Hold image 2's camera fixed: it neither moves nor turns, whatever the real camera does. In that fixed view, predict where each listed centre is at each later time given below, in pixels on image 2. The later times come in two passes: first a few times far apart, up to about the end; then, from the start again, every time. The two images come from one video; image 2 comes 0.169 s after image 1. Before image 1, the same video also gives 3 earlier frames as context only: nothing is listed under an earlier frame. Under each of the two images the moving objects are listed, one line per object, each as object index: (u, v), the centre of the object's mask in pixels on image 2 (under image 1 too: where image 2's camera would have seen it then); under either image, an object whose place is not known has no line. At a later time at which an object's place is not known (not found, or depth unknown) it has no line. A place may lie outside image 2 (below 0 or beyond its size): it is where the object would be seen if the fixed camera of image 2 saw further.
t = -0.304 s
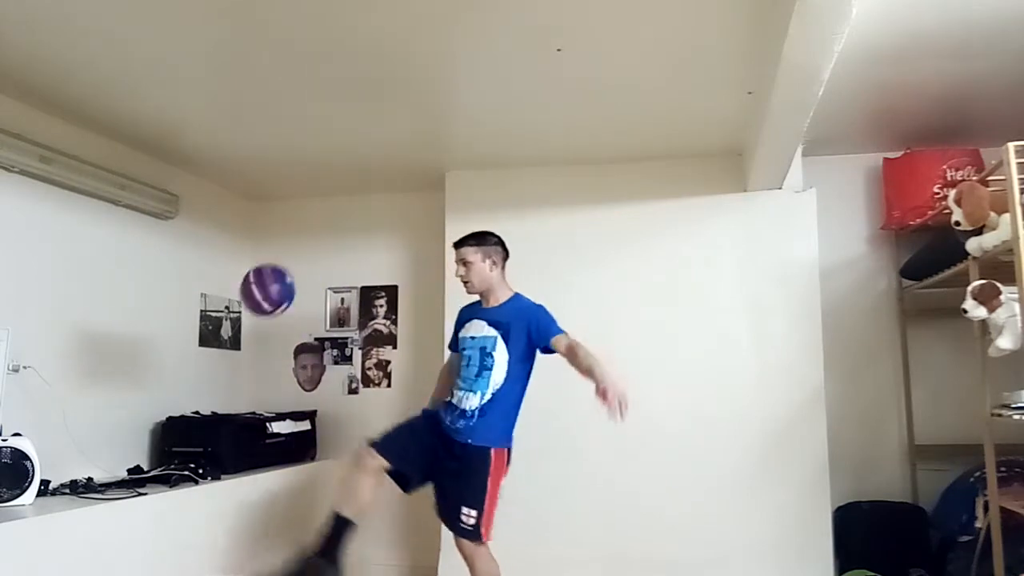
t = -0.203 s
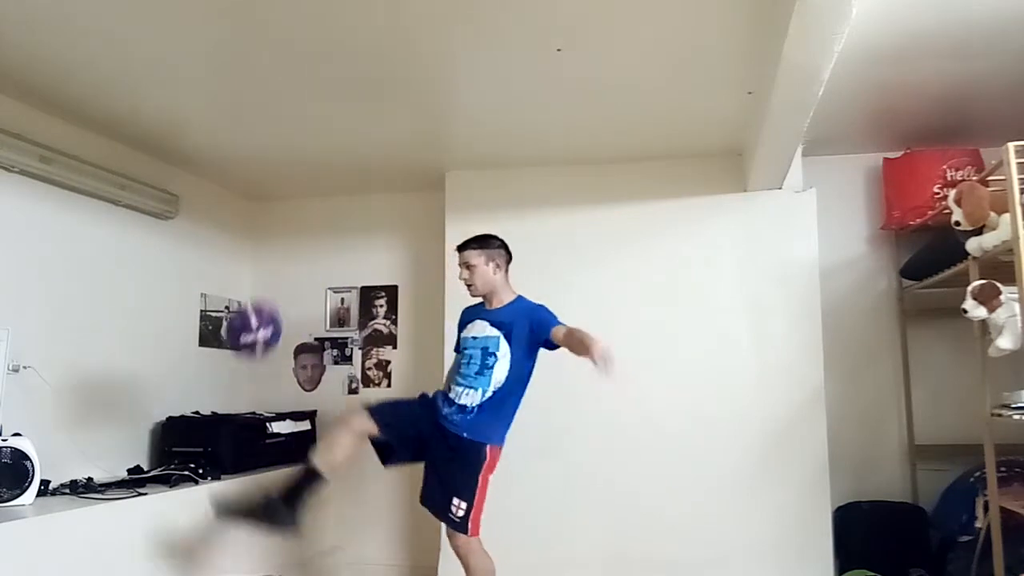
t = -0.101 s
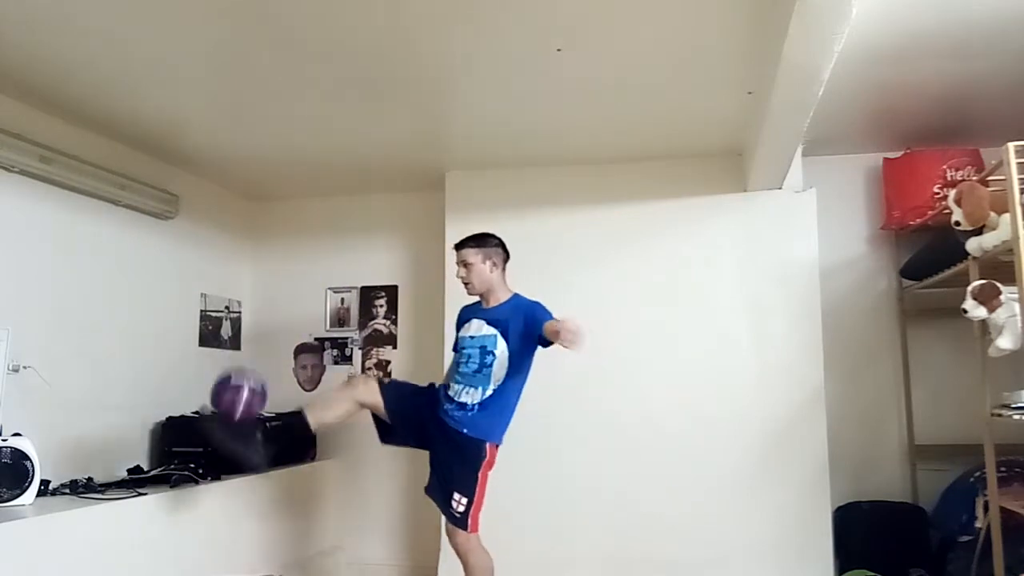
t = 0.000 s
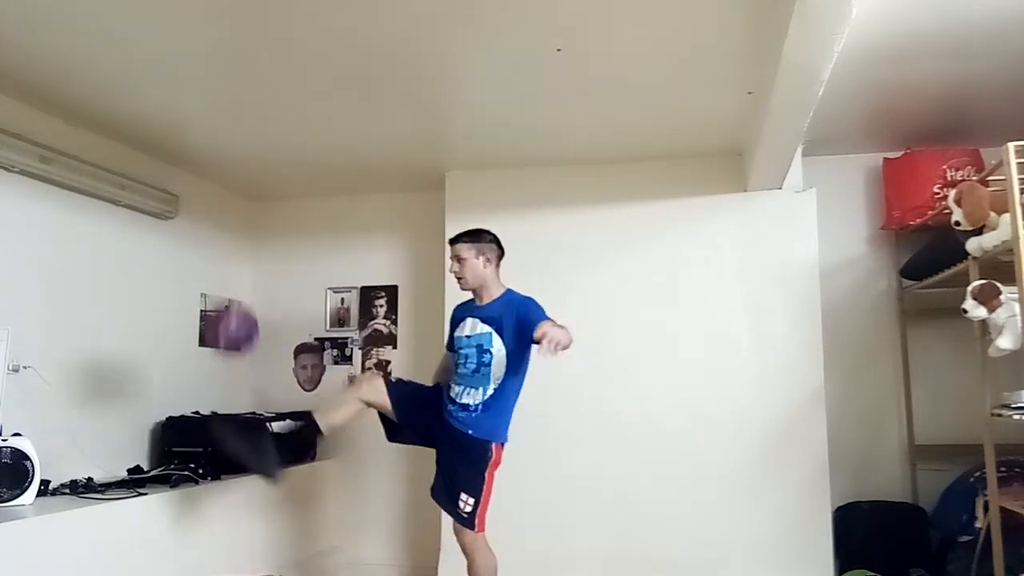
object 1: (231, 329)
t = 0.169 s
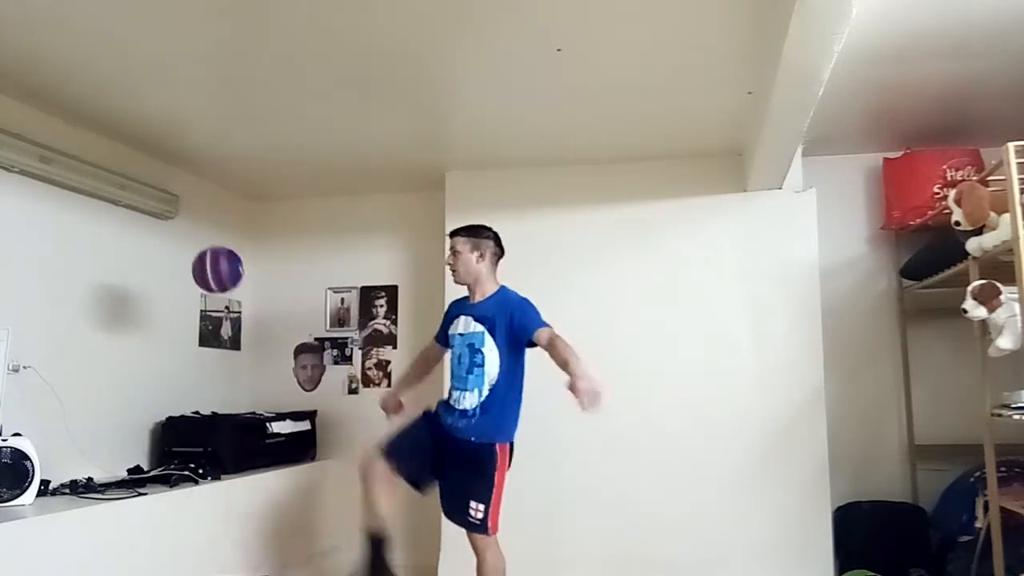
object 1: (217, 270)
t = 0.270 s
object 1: (209, 268)
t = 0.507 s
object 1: (185, 361)
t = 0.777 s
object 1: (174, 404)
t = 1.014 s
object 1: (150, 412)
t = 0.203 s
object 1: (215, 267)
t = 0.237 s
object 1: (212, 266)
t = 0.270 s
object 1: (209, 268)
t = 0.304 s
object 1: (206, 273)
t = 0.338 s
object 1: (203, 281)
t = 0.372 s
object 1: (199, 291)
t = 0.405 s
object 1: (196, 306)
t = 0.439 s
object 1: (190, 320)
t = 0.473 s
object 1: (188, 341)
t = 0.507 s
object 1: (185, 361)
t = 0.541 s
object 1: (180, 387)
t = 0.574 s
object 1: (175, 418)
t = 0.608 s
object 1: (171, 442)
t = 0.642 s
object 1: (169, 445)
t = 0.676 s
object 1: (174, 436)
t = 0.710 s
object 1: (176, 422)
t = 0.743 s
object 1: (176, 412)
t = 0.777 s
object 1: (174, 404)
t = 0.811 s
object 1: (172, 400)
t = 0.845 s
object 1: (169, 397)
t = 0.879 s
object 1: (167, 398)
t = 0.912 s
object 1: (164, 400)
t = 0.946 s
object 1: (161, 407)
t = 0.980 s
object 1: (156, 410)
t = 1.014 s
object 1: (150, 412)
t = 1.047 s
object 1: (144, 415)
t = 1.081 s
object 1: (138, 422)
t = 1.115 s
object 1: (138, 426)
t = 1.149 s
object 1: (137, 433)
